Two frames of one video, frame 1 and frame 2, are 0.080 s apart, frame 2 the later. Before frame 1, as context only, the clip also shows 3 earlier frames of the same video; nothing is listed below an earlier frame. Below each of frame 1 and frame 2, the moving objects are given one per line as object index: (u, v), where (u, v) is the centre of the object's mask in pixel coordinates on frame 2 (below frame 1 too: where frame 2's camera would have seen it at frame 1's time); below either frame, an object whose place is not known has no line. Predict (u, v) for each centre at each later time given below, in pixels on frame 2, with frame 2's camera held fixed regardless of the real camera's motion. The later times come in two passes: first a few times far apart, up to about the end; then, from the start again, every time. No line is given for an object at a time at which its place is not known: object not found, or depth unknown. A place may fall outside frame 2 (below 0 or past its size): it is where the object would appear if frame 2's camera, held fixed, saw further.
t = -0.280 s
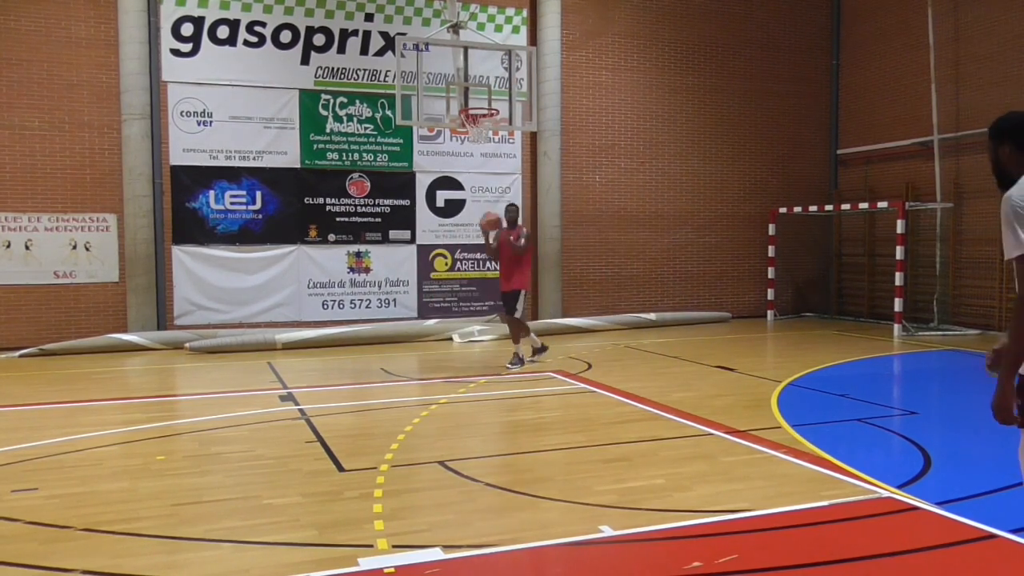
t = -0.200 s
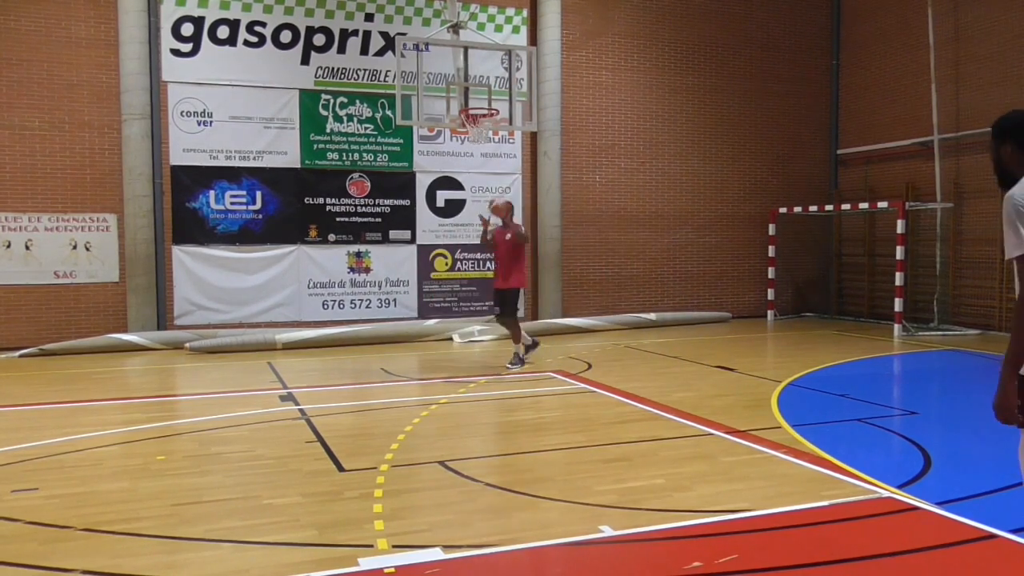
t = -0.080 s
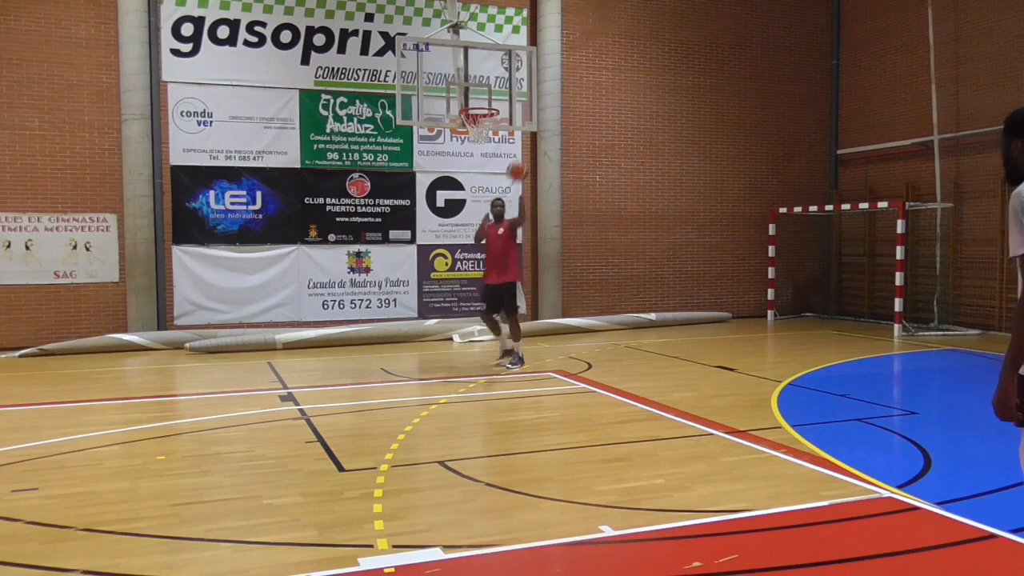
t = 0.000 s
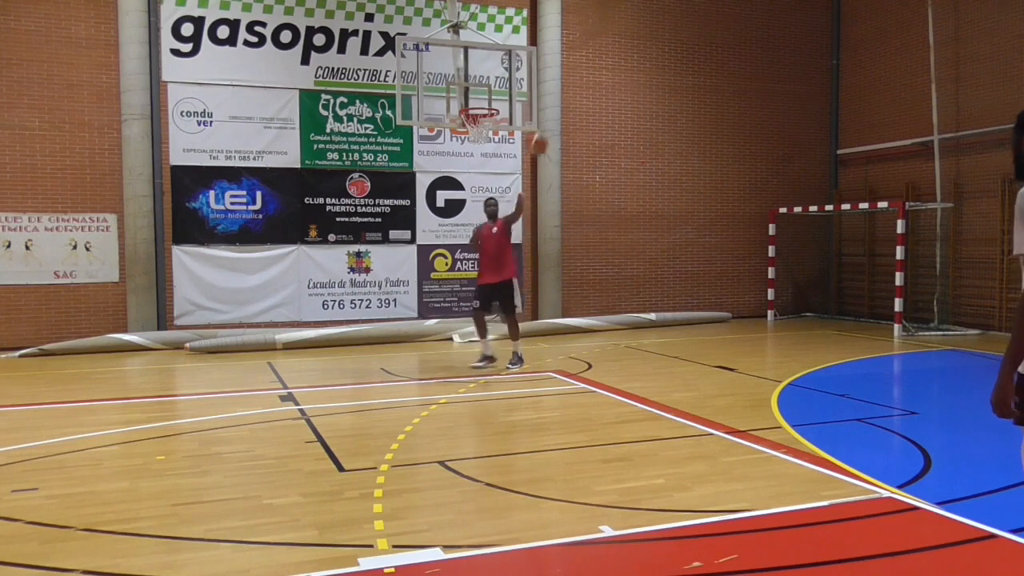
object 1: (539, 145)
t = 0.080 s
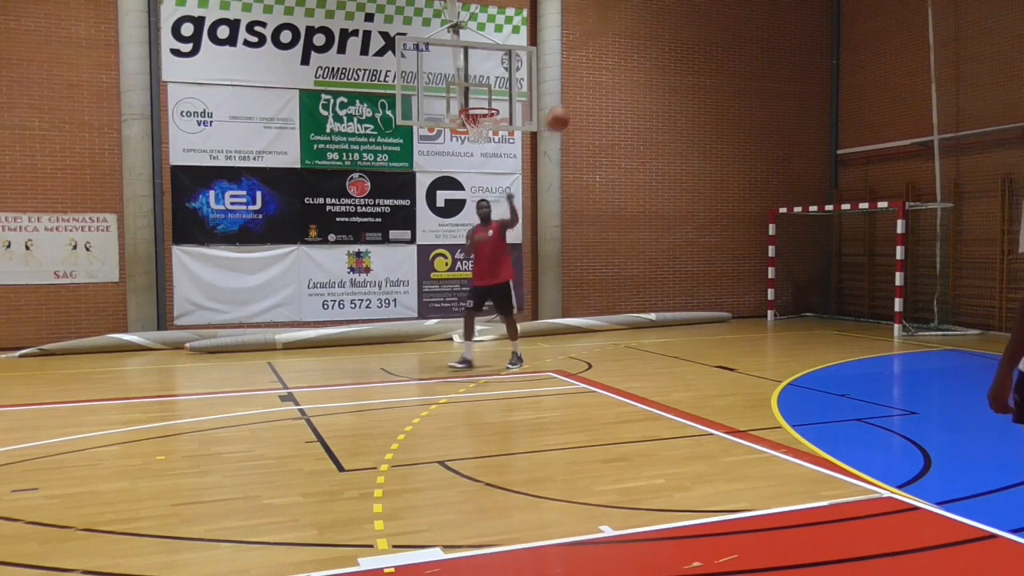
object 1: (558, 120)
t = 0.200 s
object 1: (593, 89)
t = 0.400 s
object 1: (673, 64)
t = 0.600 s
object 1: (793, 97)
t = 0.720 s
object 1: (899, 163)
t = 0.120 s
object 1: (568, 108)
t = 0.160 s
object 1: (580, 101)
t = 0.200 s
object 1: (593, 89)
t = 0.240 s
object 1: (607, 81)
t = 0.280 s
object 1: (621, 75)
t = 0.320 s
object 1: (640, 69)
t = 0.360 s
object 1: (655, 65)
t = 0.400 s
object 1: (673, 64)
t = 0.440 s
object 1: (694, 67)
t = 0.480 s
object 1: (714, 70)
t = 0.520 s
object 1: (737, 74)
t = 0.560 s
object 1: (762, 84)
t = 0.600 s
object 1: (793, 97)
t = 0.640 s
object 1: (823, 114)
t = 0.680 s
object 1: (858, 135)
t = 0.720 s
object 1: (899, 163)
